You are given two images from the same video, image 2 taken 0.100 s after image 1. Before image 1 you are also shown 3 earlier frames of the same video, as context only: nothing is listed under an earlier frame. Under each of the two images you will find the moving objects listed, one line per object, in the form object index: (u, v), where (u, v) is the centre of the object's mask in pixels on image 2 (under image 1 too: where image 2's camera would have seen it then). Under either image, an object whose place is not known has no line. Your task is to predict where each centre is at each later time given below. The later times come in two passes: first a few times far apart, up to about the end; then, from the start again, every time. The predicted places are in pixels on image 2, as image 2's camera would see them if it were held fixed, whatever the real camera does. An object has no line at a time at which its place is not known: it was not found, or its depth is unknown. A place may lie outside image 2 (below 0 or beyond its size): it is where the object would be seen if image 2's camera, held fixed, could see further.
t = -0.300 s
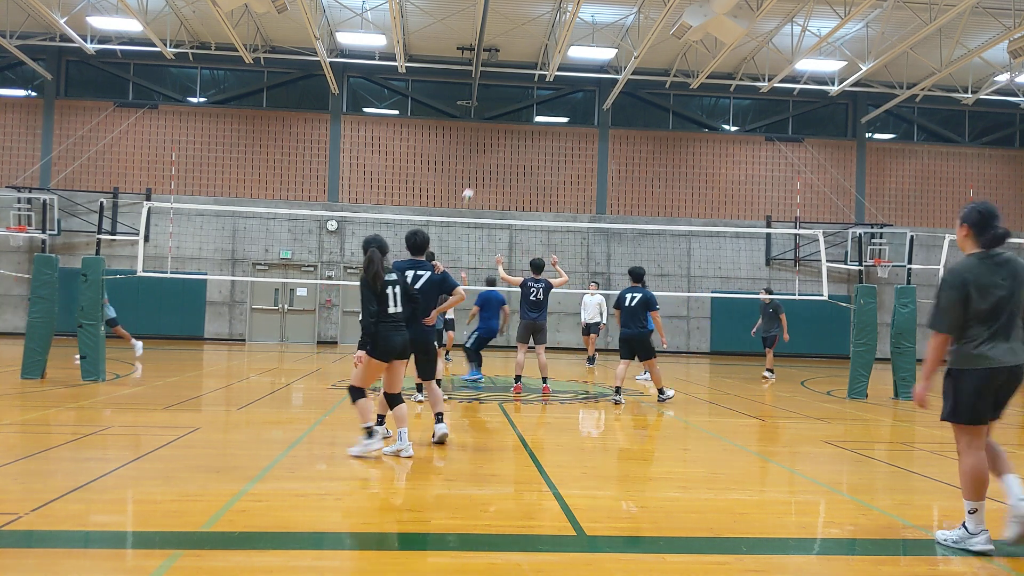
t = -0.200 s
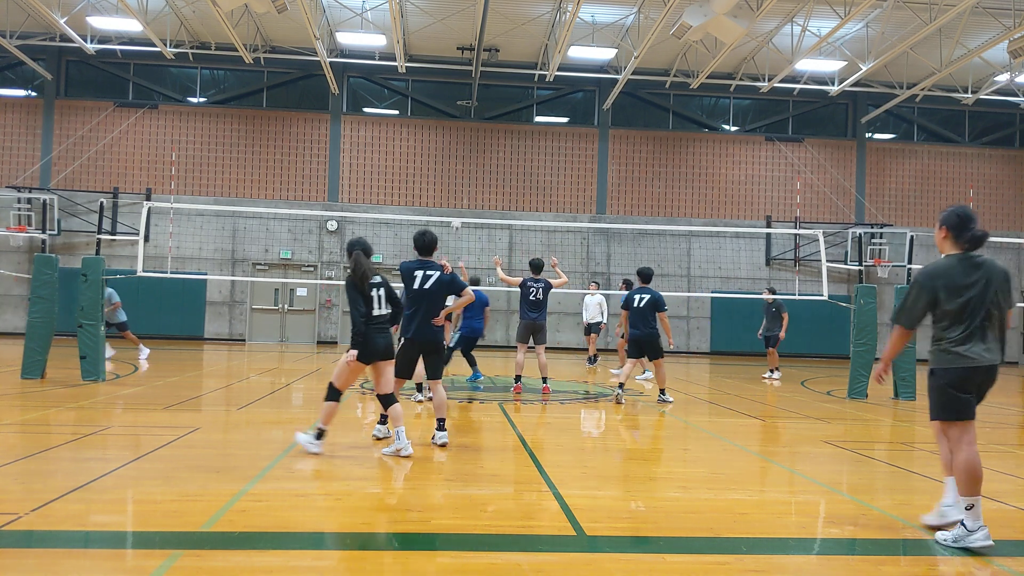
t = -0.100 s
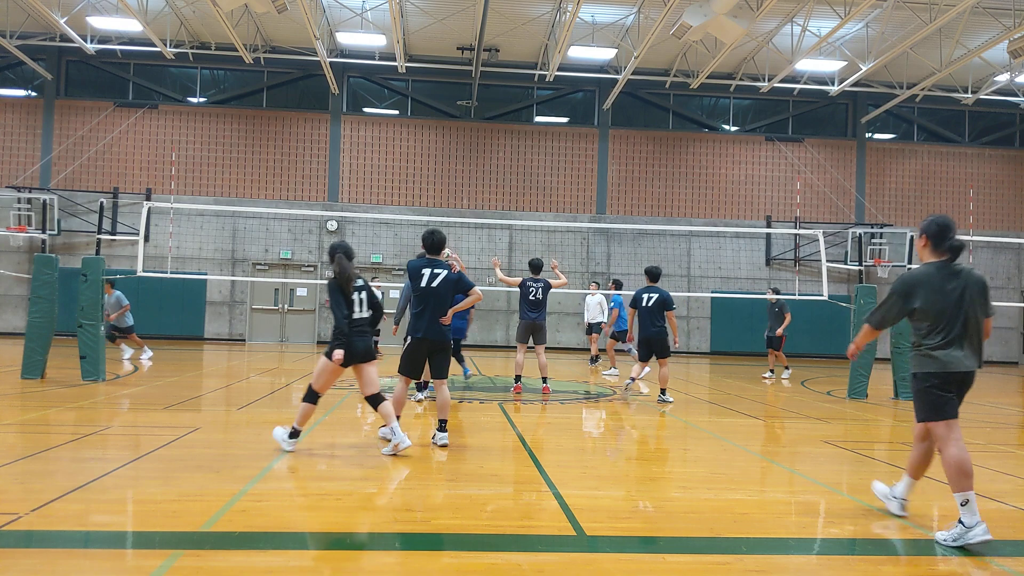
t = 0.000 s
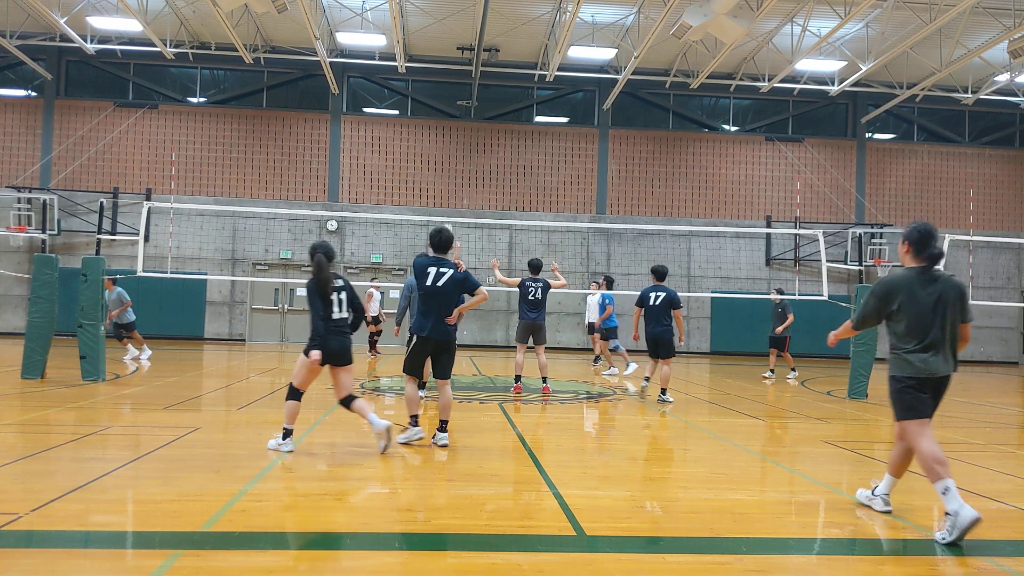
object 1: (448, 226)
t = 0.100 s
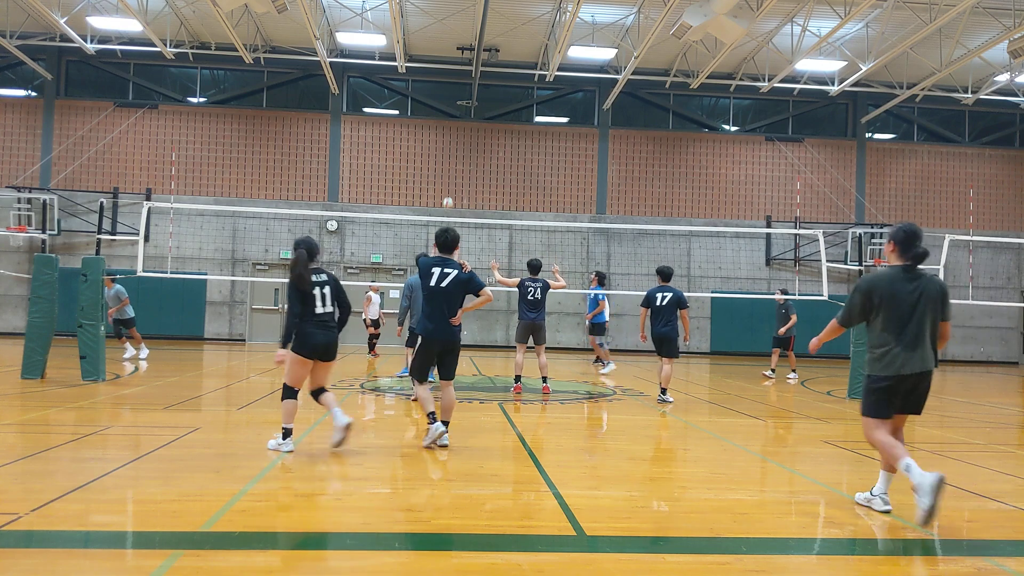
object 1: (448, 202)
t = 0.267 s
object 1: (447, 168)
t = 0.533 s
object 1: (447, 138)
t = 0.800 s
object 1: (446, 144)
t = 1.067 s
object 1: (444, 191)
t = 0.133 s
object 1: (448, 195)
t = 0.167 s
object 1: (448, 187)
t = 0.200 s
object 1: (448, 181)
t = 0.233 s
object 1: (447, 174)
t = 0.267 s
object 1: (447, 168)
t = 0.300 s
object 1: (447, 163)
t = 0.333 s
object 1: (447, 158)
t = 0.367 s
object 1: (448, 153)
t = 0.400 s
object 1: (448, 149)
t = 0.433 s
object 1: (448, 146)
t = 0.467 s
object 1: (447, 143)
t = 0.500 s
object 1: (447, 140)
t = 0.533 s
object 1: (447, 138)
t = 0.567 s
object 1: (447, 137)
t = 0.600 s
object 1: (447, 136)
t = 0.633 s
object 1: (447, 136)
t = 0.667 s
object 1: (447, 137)
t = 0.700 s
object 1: (447, 137)
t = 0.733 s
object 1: (447, 139)
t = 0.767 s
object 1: (447, 141)
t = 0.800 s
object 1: (446, 144)
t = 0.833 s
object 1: (446, 148)
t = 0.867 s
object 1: (446, 152)
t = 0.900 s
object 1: (445, 156)
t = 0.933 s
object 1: (445, 162)
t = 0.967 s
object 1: (445, 168)
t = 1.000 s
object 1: (444, 175)
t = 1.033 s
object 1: (444, 182)
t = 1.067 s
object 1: (444, 191)
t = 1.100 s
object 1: (443, 200)
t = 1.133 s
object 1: (442, 209)
